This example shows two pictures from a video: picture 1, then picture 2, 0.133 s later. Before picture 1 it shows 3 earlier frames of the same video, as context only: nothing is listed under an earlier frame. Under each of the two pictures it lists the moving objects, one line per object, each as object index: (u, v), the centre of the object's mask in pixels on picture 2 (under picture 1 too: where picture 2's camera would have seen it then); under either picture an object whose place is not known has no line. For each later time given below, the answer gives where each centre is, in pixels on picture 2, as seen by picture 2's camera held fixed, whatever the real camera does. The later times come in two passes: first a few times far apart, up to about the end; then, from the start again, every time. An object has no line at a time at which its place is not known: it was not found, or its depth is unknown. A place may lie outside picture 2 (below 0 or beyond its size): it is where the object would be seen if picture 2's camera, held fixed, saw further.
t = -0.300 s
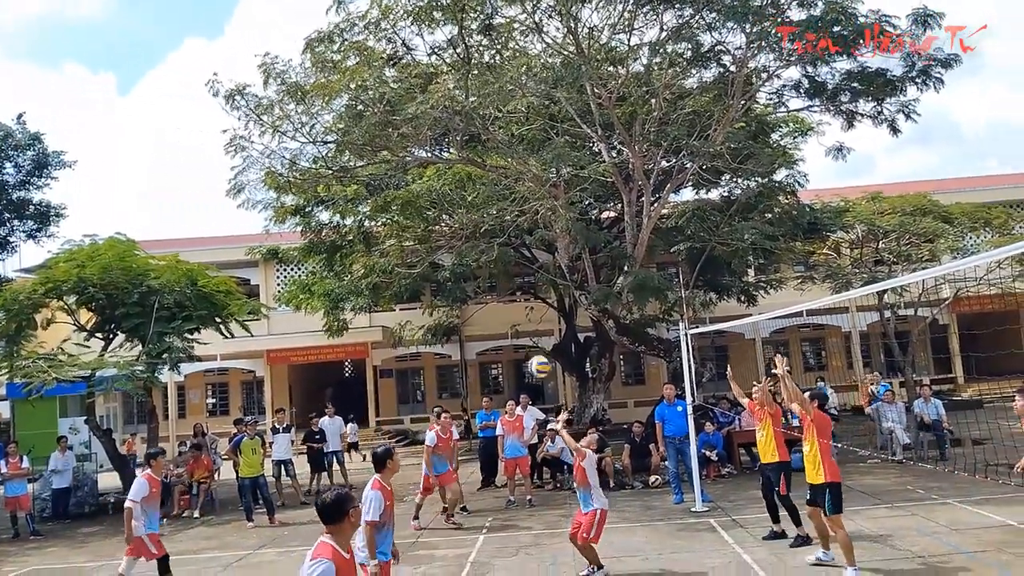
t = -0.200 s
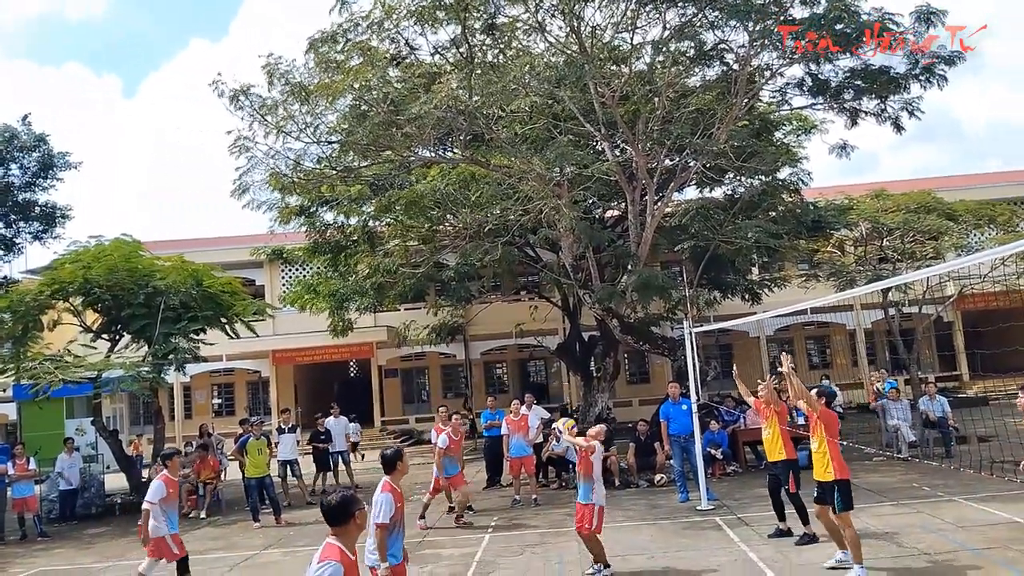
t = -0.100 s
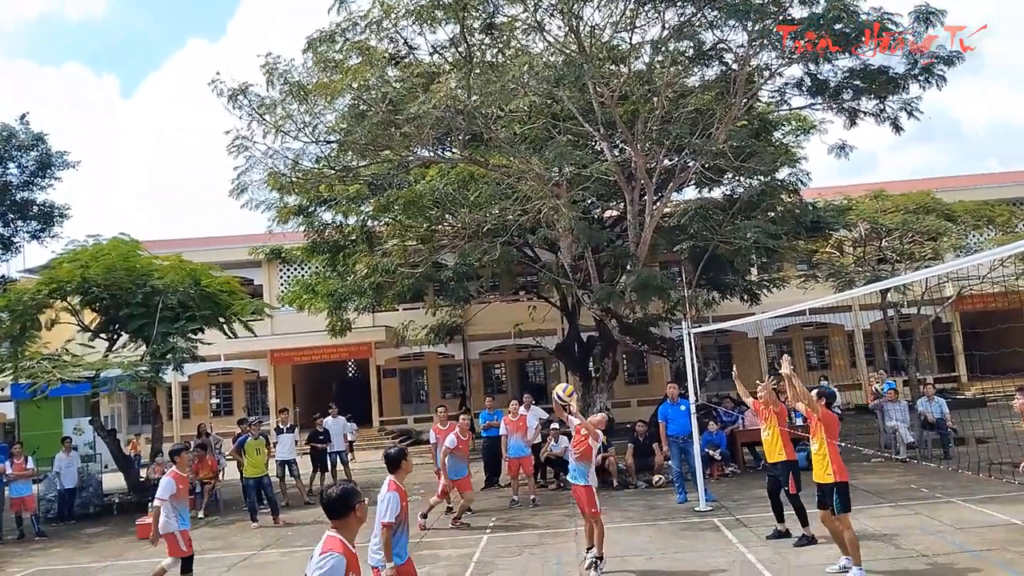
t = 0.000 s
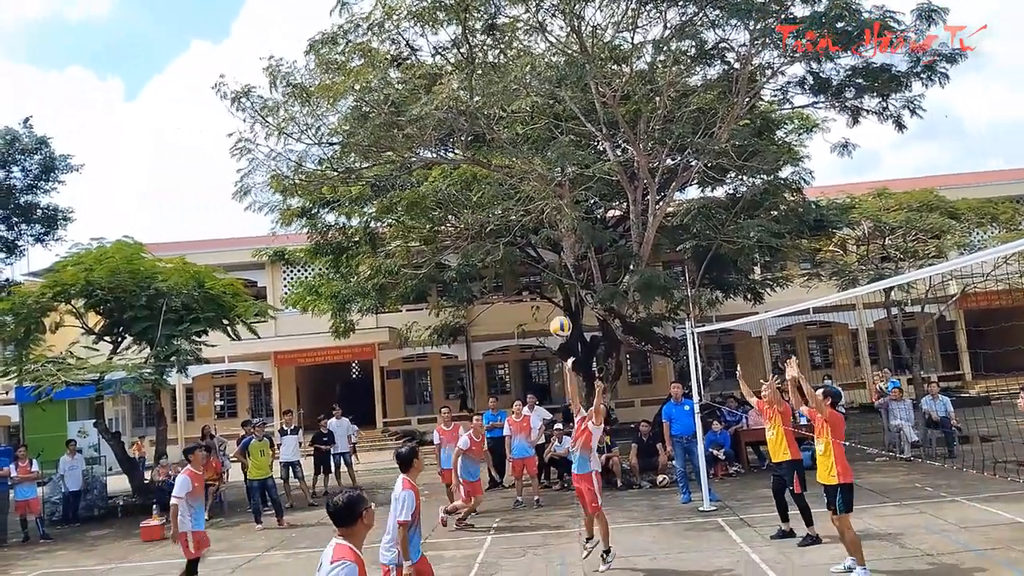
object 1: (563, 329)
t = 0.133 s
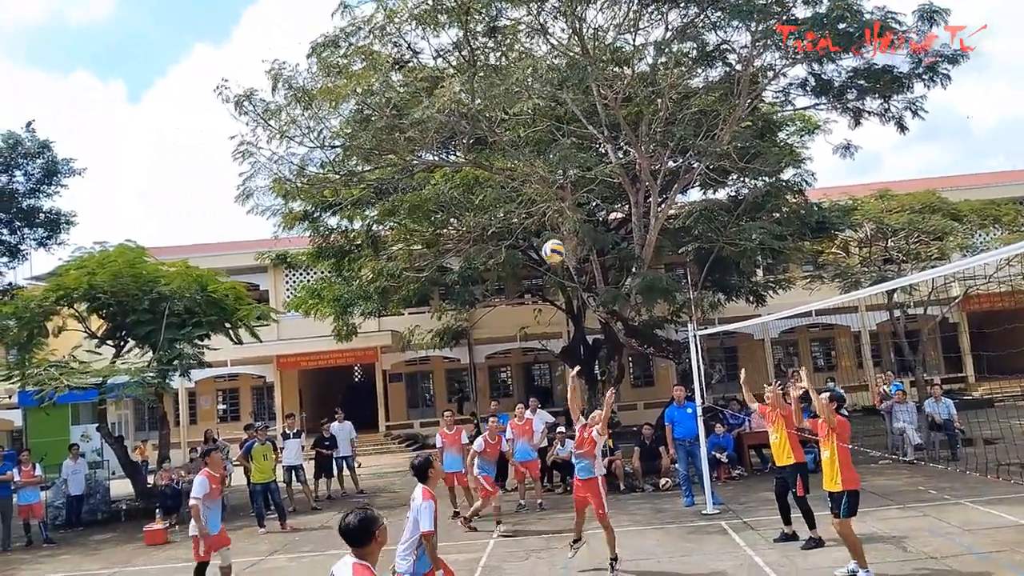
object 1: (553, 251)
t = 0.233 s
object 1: (550, 201)
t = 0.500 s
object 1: (536, 101)
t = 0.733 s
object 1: (531, 69)
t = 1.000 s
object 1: (539, 115)
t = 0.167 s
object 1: (551, 234)
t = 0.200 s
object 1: (549, 217)
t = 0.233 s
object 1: (550, 201)
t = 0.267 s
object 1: (548, 184)
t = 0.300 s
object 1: (543, 170)
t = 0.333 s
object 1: (541, 156)
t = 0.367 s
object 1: (542, 144)
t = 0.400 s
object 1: (540, 132)
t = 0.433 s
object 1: (539, 121)
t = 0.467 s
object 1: (538, 110)
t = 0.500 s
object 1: (536, 101)
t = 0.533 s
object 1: (534, 93)
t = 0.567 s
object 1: (536, 86)
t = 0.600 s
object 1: (533, 78)
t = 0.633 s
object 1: (532, 76)
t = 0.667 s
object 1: (533, 71)
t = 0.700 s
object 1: (531, 69)
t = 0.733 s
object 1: (531, 69)
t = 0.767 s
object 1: (532, 71)
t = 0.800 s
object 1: (533, 72)
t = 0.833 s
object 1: (534, 76)
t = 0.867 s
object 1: (537, 81)
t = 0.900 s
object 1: (537, 86)
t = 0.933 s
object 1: (535, 93)
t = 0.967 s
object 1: (534, 103)
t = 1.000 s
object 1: (539, 115)
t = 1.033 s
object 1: (540, 129)
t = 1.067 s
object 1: (541, 145)
